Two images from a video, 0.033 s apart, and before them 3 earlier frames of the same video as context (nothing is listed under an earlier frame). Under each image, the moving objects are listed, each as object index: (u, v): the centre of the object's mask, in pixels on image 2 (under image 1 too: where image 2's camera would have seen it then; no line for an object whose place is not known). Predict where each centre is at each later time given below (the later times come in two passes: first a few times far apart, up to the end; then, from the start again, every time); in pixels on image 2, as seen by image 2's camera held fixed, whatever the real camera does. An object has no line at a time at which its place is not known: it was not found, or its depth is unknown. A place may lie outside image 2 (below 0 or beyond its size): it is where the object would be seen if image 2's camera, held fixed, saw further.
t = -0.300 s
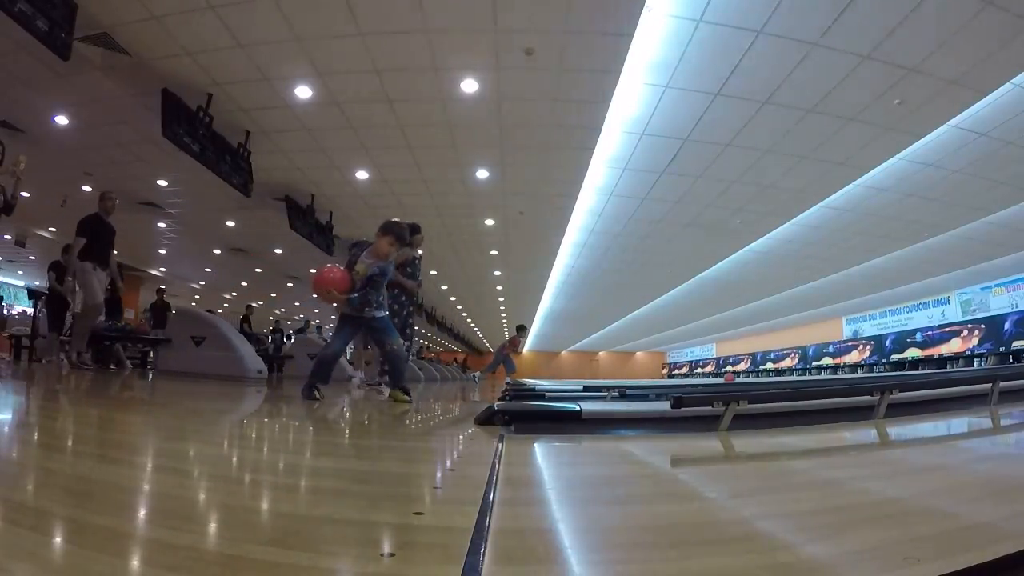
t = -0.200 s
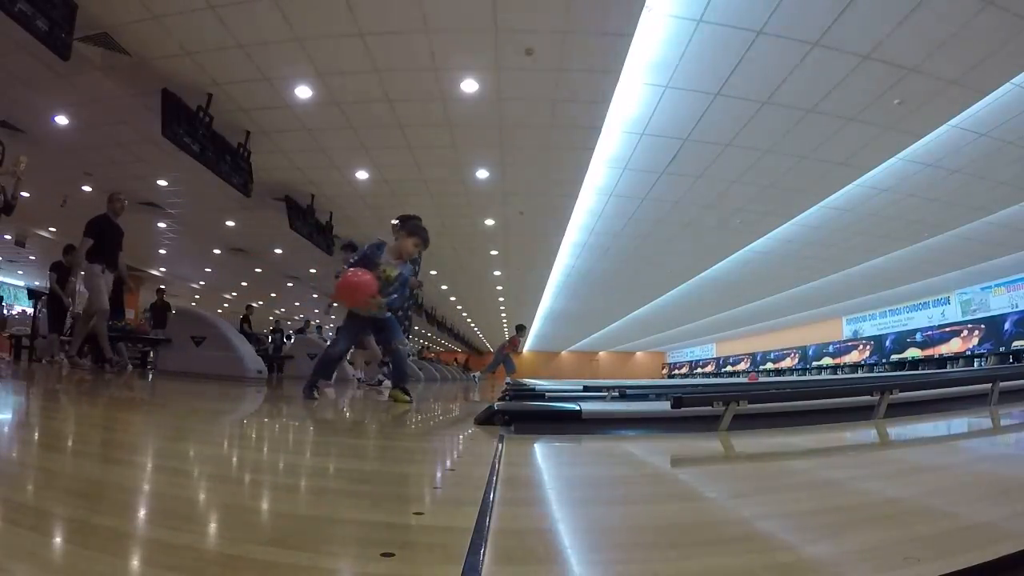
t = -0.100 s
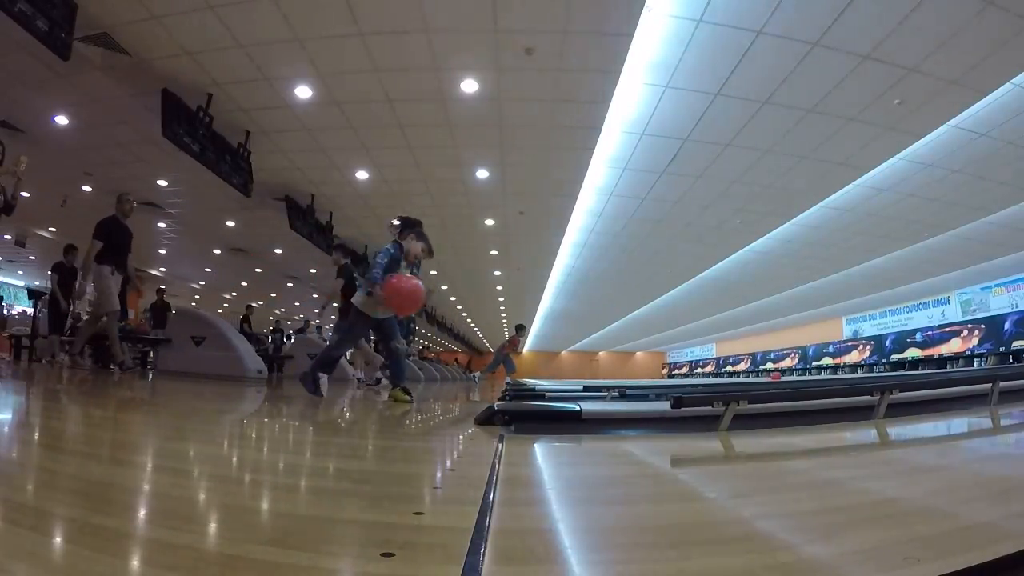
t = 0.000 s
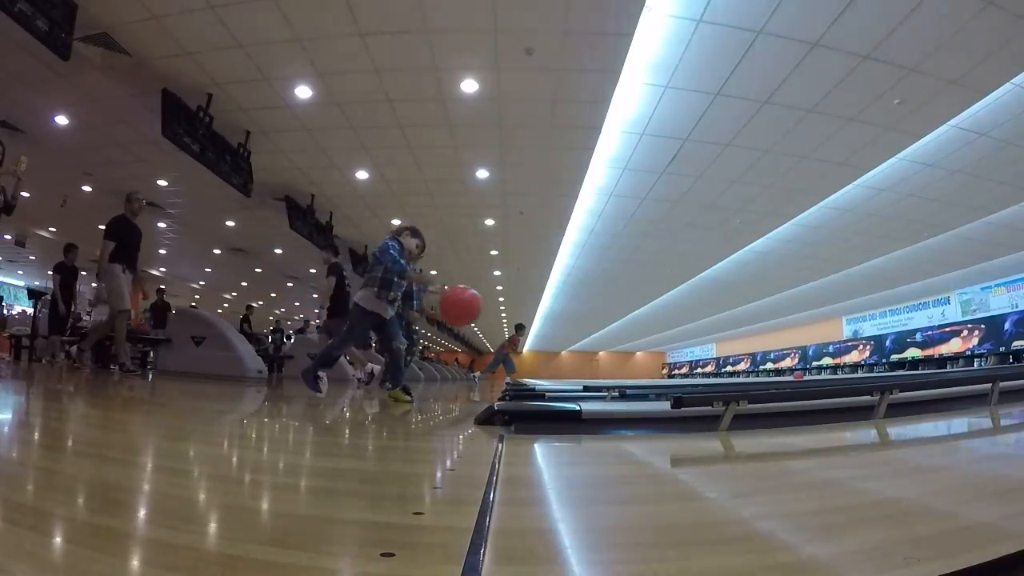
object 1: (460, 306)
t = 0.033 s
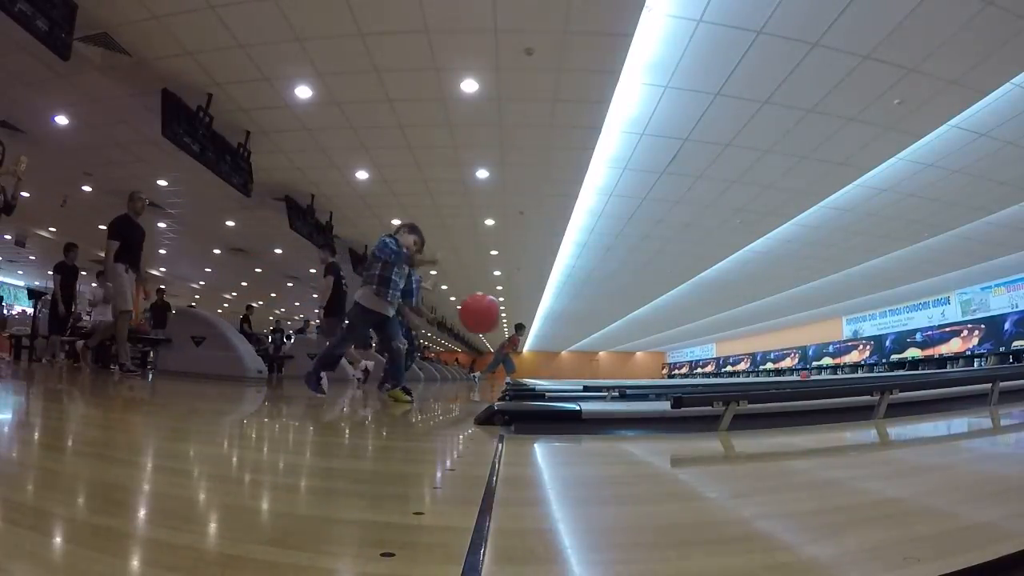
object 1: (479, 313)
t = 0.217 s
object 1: (588, 384)
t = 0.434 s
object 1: (697, 377)
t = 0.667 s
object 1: (797, 375)
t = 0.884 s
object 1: (870, 371)
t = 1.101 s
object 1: (930, 368)
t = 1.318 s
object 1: (976, 363)
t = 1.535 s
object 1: (1013, 361)
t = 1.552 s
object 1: (1014, 361)
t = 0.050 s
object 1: (489, 318)
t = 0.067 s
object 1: (500, 324)
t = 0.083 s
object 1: (509, 329)
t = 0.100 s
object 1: (519, 335)
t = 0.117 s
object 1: (529, 342)
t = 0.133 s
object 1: (539, 350)
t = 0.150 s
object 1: (548, 357)
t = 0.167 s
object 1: (558, 365)
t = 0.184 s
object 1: (568, 373)
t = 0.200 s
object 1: (577, 383)
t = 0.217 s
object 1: (588, 384)
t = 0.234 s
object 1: (596, 383)
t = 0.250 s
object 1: (604, 383)
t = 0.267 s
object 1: (613, 382)
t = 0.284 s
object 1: (621, 381)
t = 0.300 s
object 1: (630, 379)
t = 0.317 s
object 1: (641, 379)
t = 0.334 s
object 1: (647, 380)
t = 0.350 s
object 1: (657, 379)
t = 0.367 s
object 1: (666, 379)
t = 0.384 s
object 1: (674, 379)
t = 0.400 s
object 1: (682, 378)
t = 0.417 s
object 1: (691, 378)
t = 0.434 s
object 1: (697, 377)
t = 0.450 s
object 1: (705, 377)
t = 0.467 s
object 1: (714, 378)
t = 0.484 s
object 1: (721, 377)
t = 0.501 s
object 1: (729, 378)
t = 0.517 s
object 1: (736, 377)
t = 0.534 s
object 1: (743, 377)
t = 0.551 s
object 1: (750, 376)
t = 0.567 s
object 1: (758, 377)
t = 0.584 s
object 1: (764, 376)
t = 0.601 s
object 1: (771, 376)
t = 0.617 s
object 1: (778, 375)
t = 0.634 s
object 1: (784, 375)
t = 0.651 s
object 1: (790, 375)
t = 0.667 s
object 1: (797, 375)
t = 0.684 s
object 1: (802, 374)
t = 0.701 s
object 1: (809, 373)
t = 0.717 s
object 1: (816, 373)
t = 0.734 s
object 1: (821, 372)
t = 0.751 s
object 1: (828, 373)
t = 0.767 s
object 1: (833, 373)
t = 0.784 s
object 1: (839, 373)
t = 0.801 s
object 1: (844, 373)
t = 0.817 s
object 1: (850, 373)
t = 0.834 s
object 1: (855, 372)
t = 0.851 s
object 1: (861, 373)
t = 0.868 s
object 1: (866, 371)
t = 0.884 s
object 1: (870, 371)
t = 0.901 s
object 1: (875, 371)
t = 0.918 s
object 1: (880, 371)
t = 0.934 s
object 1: (885, 370)
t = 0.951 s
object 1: (890, 370)
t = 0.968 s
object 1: (895, 369)
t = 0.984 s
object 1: (899, 369)
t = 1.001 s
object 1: (904, 369)
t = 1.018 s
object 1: (909, 369)
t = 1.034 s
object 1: (913, 368)
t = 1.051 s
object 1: (918, 368)
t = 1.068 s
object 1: (921, 368)
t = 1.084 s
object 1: (926, 368)
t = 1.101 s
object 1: (930, 368)
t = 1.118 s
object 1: (933, 367)
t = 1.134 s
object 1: (937, 366)
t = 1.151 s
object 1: (941, 366)
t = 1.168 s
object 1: (945, 366)
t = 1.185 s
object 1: (948, 366)
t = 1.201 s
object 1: (952, 365)
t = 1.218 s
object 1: (956, 365)
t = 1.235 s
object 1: (959, 365)
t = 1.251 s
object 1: (962, 364)
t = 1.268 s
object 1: (966, 364)
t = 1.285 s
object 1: (969, 364)
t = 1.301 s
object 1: (972, 363)
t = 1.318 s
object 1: (976, 363)
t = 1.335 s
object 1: (979, 363)
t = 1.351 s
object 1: (982, 363)
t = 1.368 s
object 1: (985, 362)
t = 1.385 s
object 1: (989, 362)
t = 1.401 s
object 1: (992, 362)
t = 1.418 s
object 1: (994, 362)
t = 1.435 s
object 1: (997, 362)
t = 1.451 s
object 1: (999, 362)
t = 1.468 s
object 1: (1003, 361)
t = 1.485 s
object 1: (1005, 361)
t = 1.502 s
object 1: (1009, 361)
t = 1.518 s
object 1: (1011, 361)
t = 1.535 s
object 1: (1013, 361)
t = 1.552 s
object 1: (1014, 361)
